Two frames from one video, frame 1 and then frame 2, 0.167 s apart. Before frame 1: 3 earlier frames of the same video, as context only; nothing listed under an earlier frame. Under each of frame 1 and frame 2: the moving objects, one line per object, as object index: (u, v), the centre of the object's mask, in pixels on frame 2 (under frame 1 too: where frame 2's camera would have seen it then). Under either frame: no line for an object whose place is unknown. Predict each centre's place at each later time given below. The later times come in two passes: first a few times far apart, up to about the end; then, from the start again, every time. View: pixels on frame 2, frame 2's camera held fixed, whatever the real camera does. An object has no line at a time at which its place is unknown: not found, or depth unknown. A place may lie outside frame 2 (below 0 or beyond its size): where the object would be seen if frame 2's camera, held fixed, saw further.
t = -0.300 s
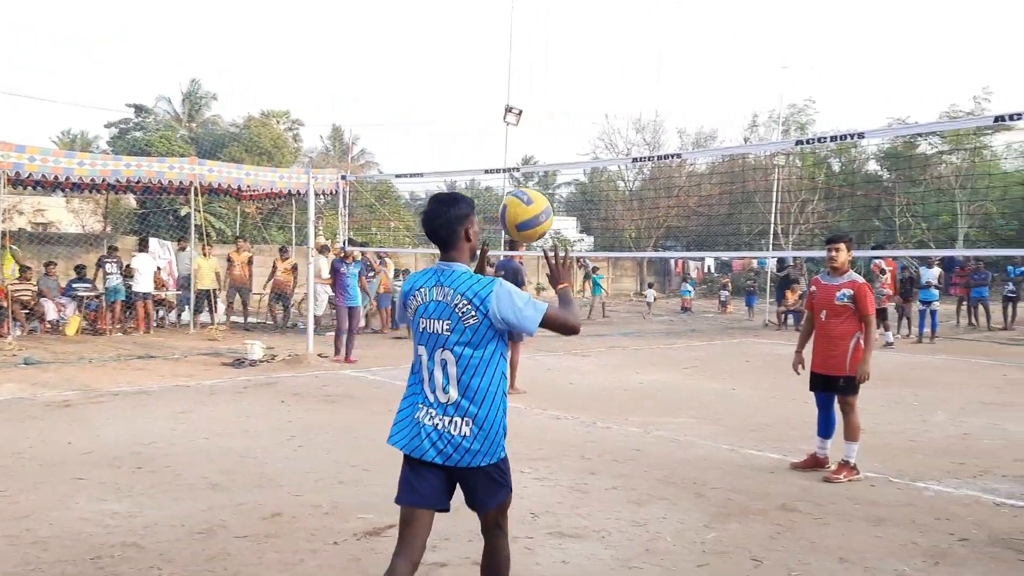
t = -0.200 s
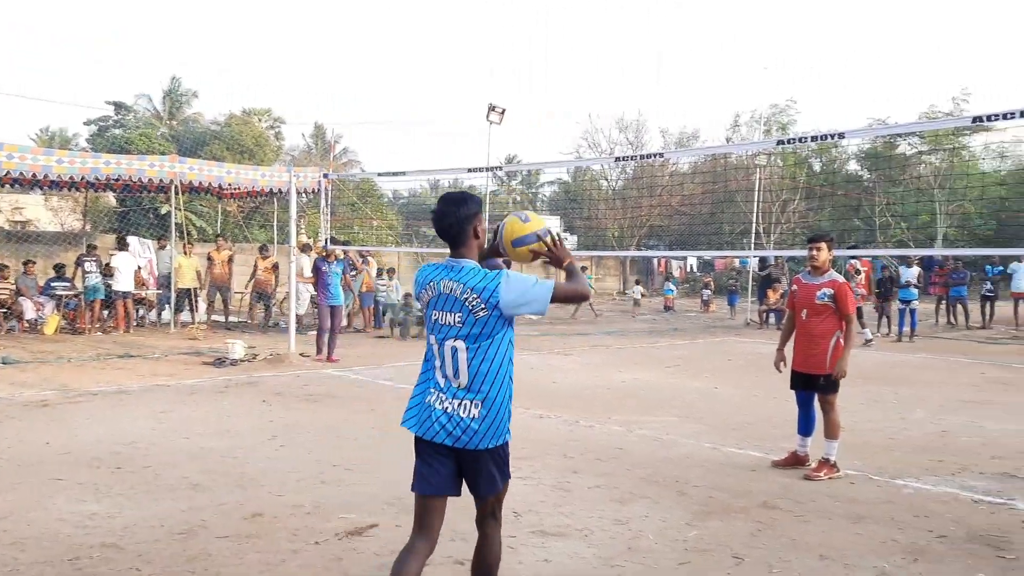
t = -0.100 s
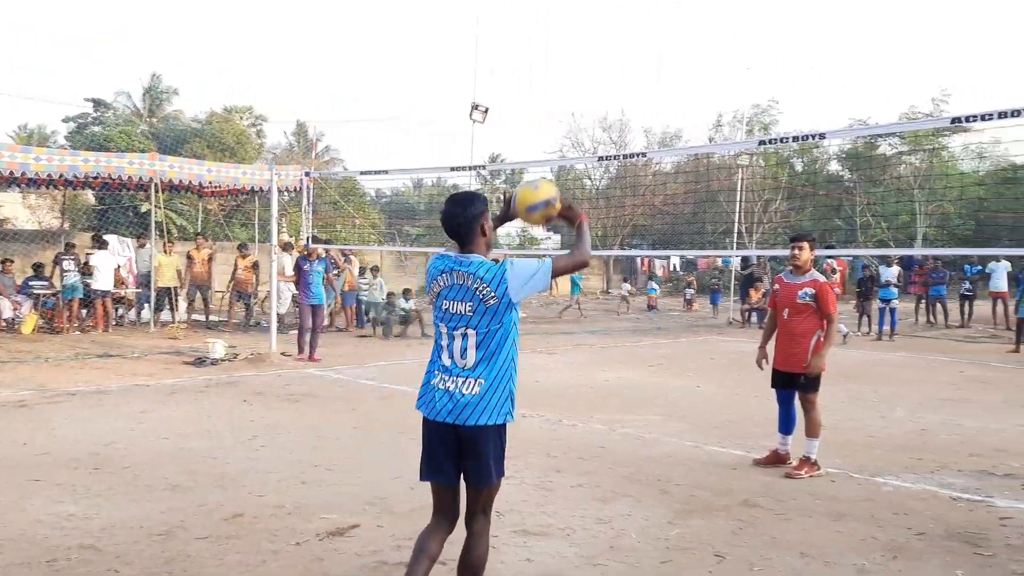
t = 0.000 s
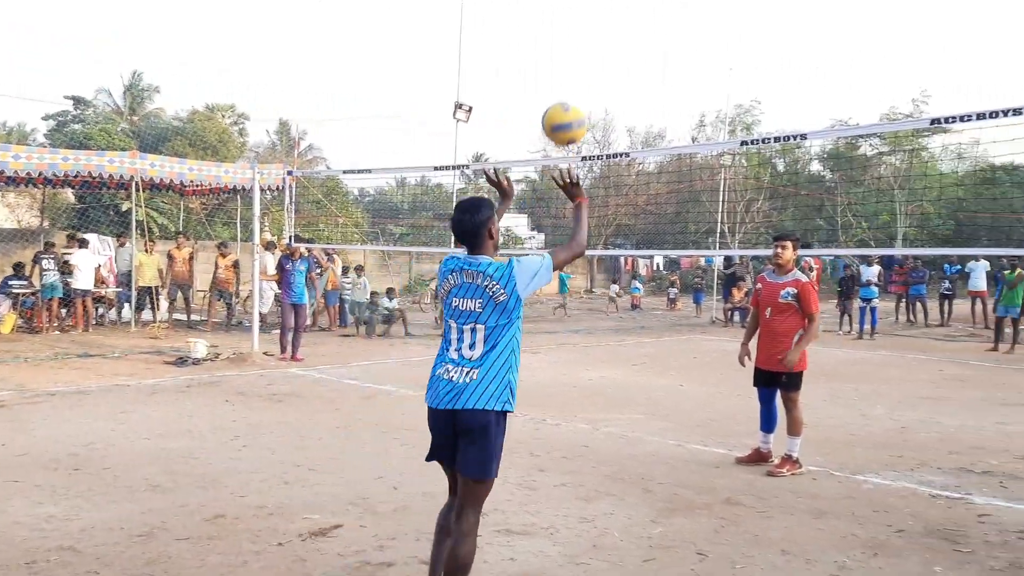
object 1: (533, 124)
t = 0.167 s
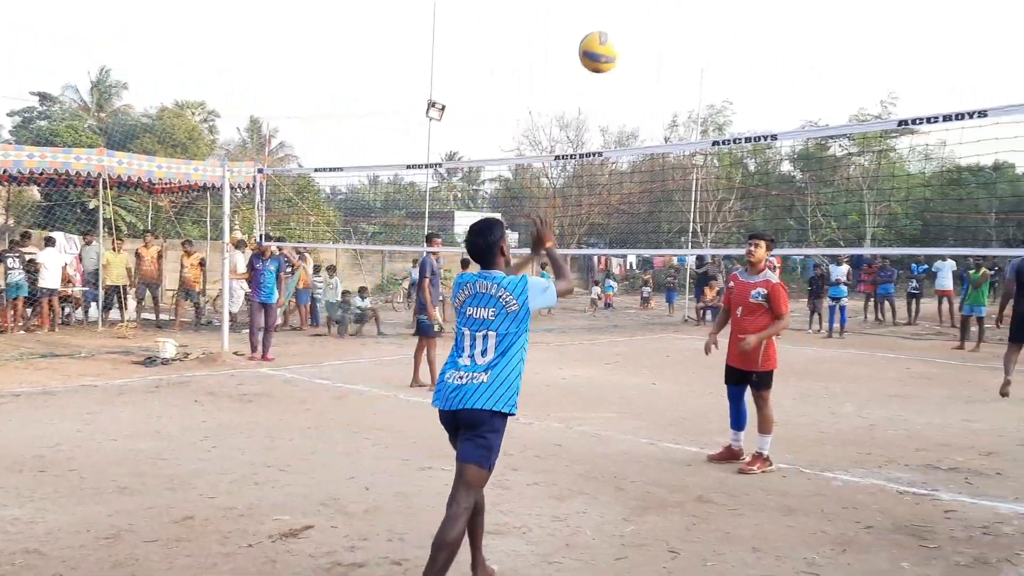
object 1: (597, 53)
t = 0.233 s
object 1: (619, 43)
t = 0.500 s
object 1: (681, 82)
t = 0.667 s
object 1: (712, 153)
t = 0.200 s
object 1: (608, 47)
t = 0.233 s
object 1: (619, 43)
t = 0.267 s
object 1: (628, 41)
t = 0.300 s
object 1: (637, 42)
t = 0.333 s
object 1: (645, 44)
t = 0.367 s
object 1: (653, 48)
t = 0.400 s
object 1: (661, 54)
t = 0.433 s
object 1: (668, 62)
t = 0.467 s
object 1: (674, 71)
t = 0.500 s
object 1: (681, 82)
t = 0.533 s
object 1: (686, 94)
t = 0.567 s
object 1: (693, 107)
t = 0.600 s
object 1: (699, 122)
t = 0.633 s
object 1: (706, 136)
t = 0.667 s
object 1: (712, 153)
